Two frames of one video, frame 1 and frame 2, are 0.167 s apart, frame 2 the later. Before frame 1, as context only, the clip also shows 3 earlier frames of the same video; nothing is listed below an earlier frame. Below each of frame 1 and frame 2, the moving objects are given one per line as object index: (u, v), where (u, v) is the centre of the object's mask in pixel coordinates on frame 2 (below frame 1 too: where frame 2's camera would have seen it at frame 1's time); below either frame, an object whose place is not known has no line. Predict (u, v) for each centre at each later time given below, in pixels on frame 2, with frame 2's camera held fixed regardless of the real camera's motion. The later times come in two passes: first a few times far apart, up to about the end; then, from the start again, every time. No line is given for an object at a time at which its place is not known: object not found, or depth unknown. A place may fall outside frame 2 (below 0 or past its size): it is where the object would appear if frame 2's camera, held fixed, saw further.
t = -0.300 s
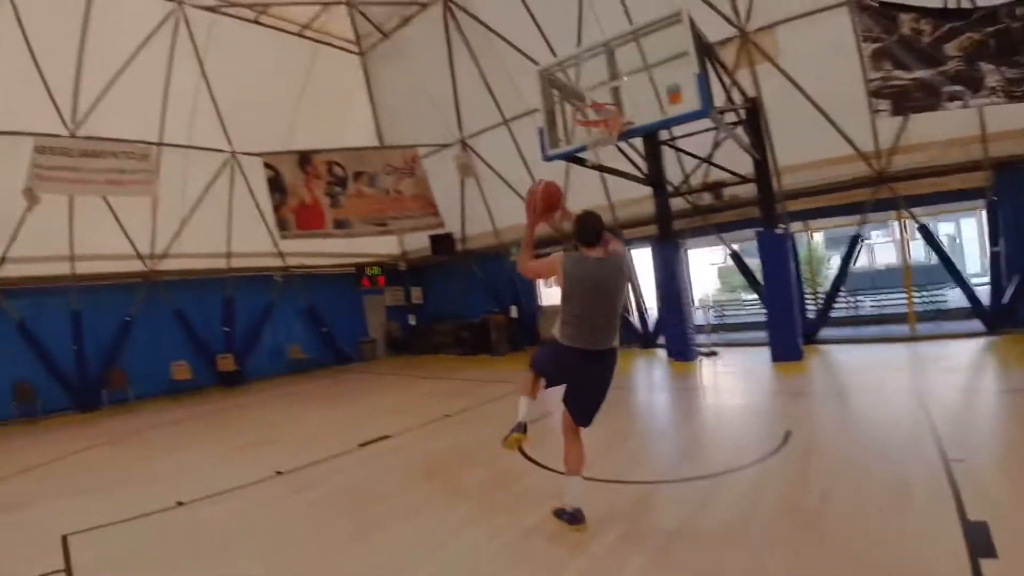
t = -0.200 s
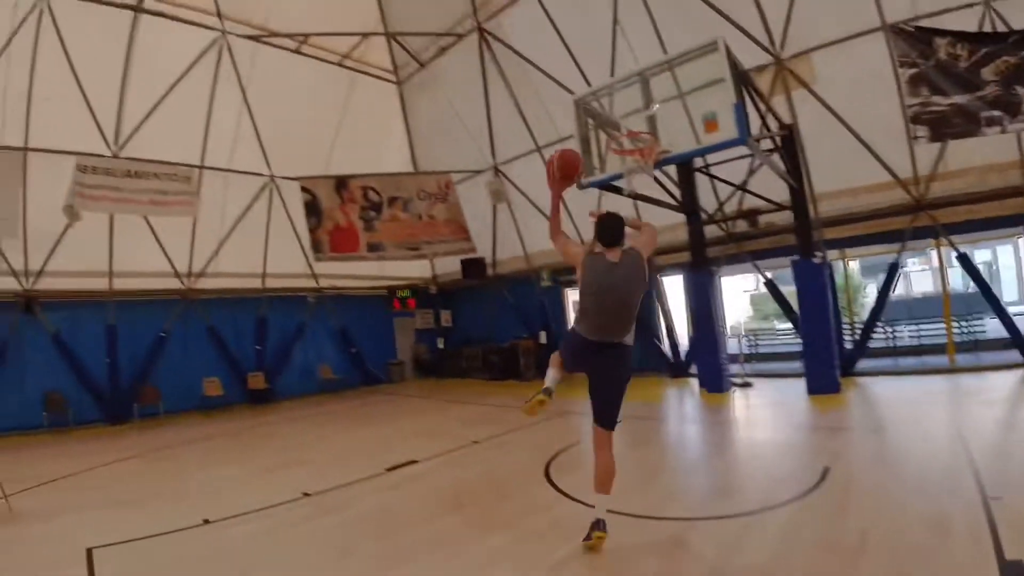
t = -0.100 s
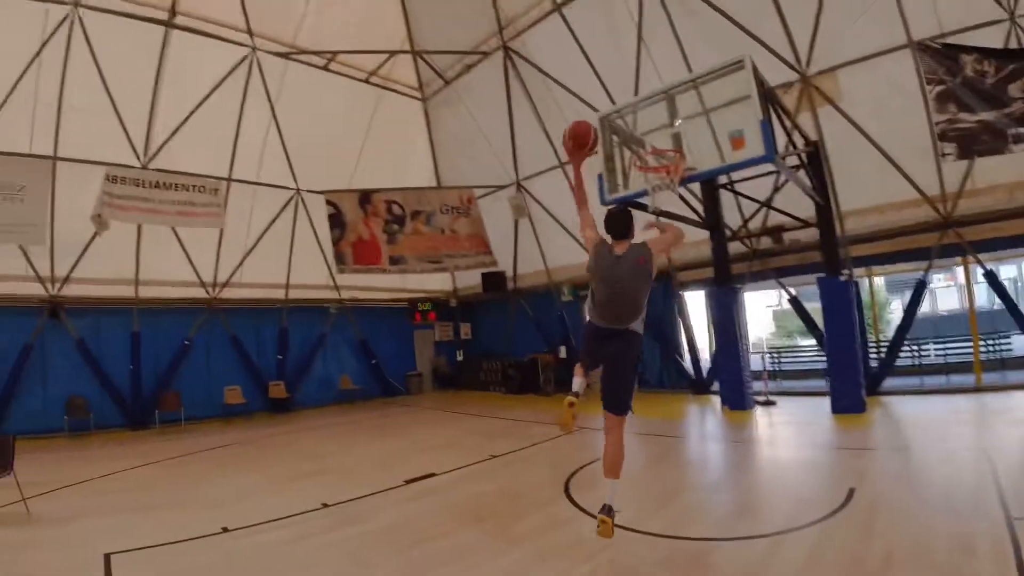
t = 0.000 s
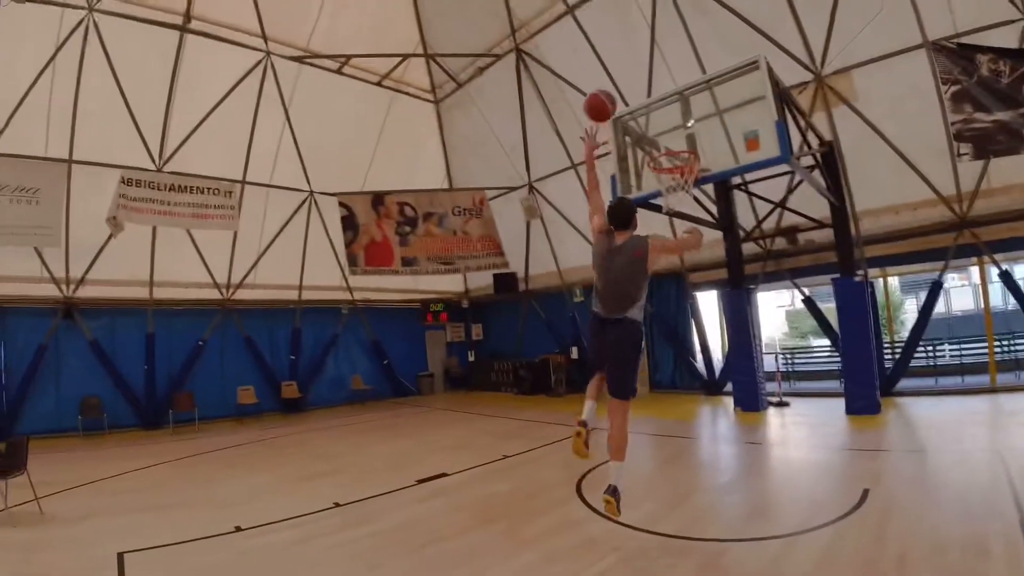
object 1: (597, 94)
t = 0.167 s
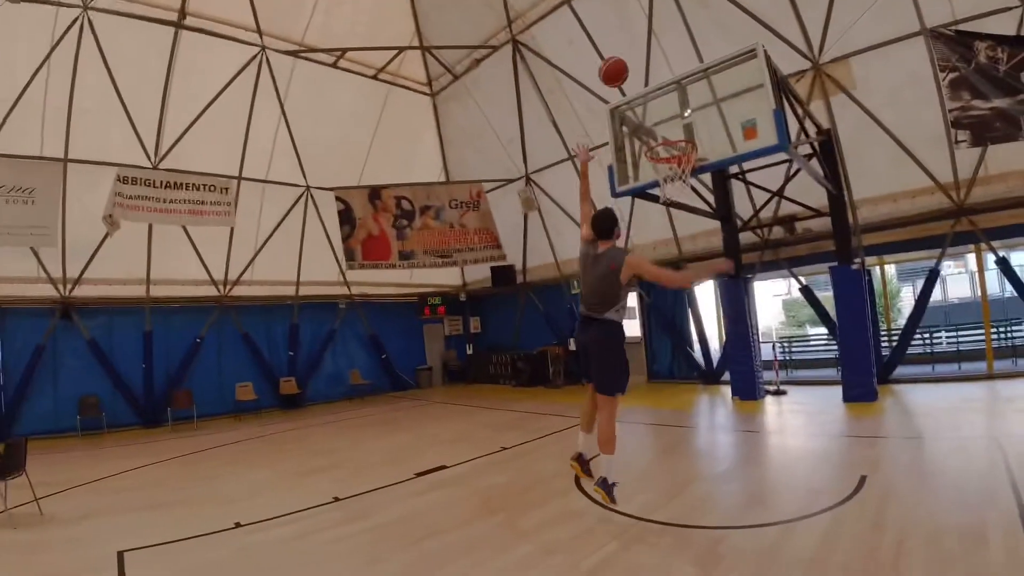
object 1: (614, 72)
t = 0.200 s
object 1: (617, 71)
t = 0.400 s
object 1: (636, 91)
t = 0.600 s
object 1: (657, 146)
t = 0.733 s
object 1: (668, 197)
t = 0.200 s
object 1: (617, 71)
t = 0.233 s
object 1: (620, 72)
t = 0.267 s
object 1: (623, 74)
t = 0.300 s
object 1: (626, 76)
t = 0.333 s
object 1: (629, 80)
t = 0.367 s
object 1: (633, 85)
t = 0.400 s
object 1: (636, 91)
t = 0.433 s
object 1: (639, 99)
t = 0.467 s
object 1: (642, 106)
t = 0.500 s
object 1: (646, 115)
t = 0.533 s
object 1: (650, 125)
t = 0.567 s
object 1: (653, 134)
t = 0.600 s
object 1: (657, 146)
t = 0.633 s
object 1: (658, 156)
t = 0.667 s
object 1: (665, 168)
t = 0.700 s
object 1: (668, 183)
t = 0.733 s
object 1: (668, 197)
